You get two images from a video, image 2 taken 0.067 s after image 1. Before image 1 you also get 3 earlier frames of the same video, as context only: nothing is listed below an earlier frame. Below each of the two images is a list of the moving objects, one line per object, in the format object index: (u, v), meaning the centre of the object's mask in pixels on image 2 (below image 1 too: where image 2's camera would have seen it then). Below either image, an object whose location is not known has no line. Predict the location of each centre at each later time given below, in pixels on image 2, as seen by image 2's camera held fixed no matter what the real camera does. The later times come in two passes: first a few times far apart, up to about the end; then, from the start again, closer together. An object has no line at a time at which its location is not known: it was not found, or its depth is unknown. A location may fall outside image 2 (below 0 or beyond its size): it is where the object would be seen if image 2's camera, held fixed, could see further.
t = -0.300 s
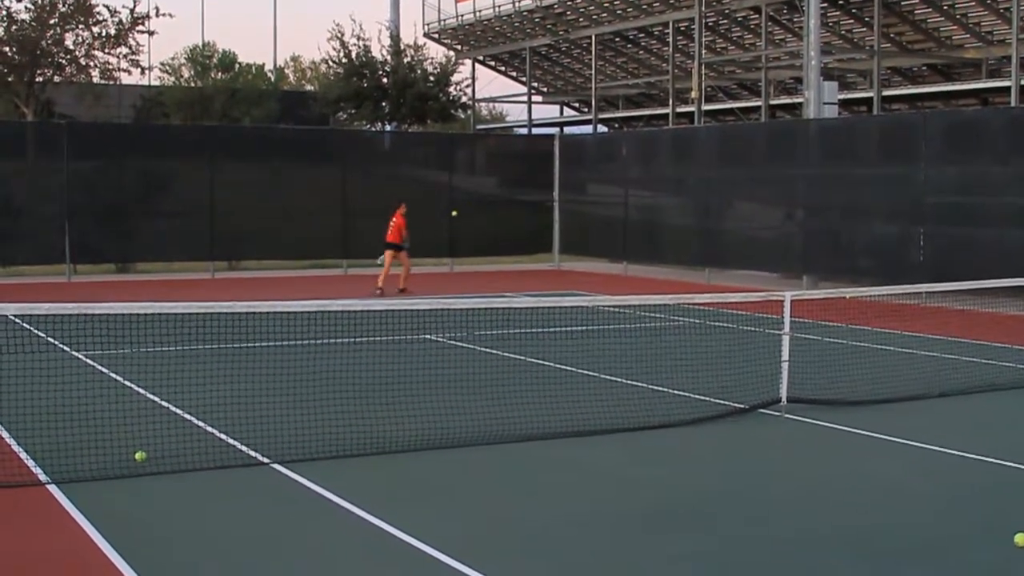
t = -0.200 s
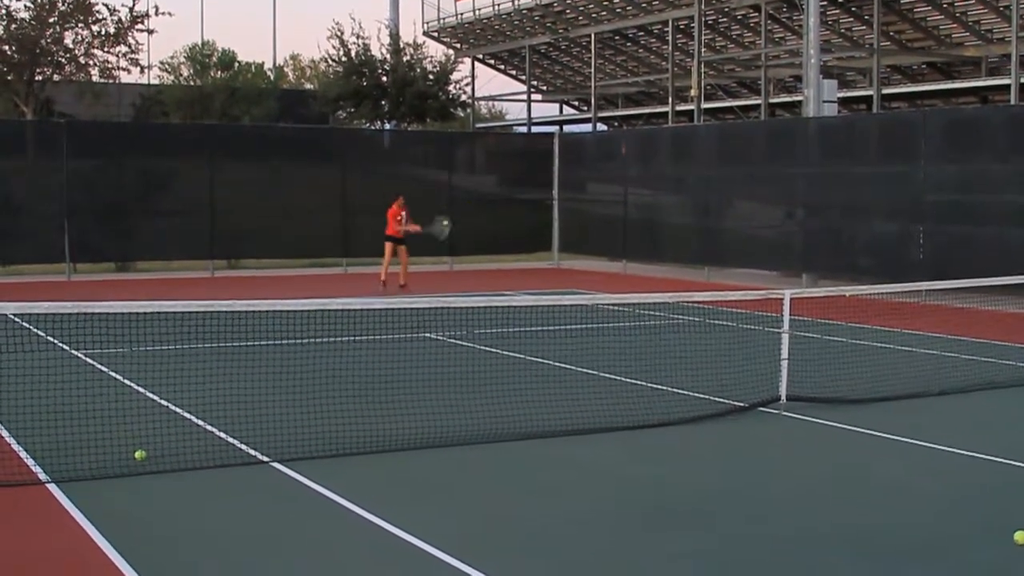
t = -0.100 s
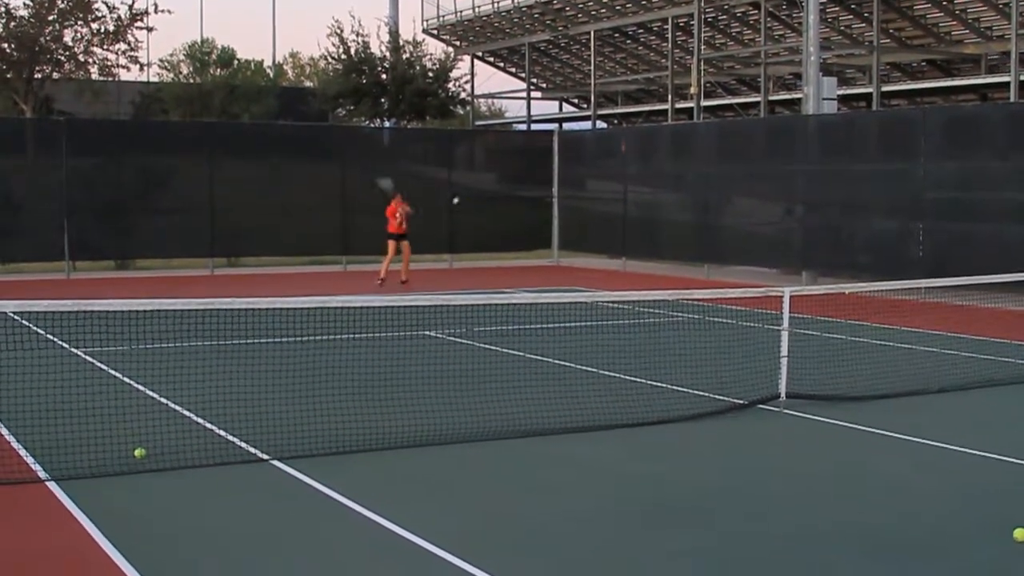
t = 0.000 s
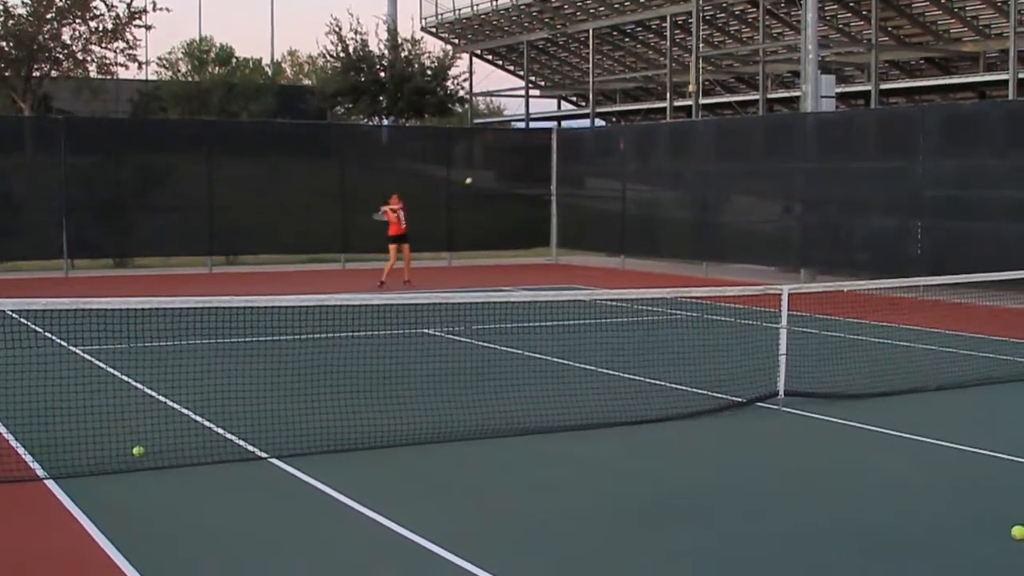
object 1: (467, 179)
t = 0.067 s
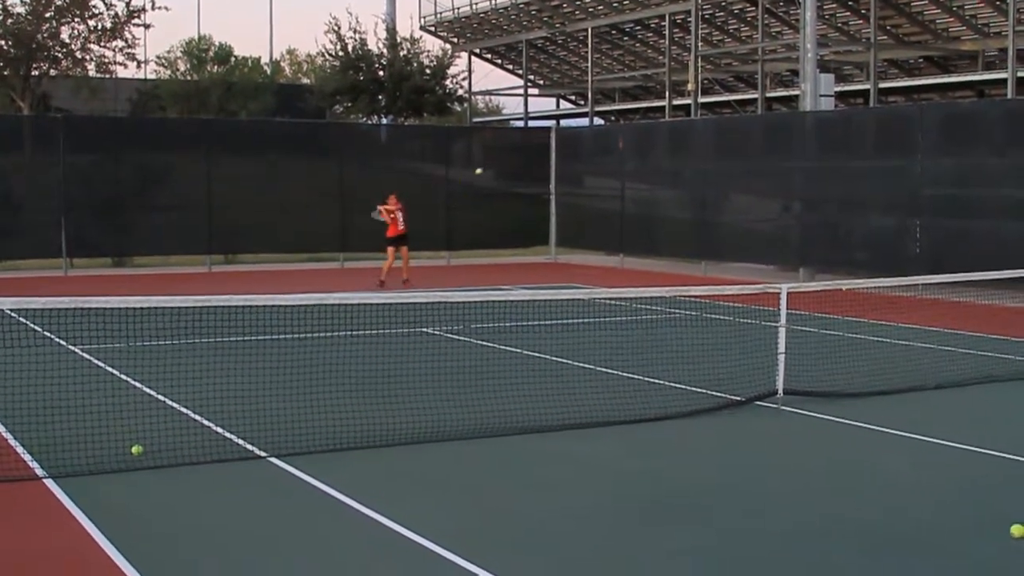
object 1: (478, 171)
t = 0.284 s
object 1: (530, 169)
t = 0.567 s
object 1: (656, 280)
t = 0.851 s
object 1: (912, 504)
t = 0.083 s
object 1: (481, 169)
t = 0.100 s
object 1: (485, 168)
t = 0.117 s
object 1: (488, 166)
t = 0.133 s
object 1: (492, 166)
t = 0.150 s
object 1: (495, 165)
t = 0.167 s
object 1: (499, 164)
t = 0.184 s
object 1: (503, 164)
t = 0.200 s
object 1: (507, 164)
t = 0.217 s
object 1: (511, 165)
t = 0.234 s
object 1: (515, 165)
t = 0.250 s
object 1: (520, 166)
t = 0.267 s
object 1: (525, 167)
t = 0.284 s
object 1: (530, 169)
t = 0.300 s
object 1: (535, 171)
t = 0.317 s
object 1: (540, 173)
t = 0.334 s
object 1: (546, 176)
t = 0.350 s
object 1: (552, 179)
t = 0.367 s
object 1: (558, 183)
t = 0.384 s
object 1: (564, 187)
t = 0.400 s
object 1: (571, 192)
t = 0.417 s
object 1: (578, 198)
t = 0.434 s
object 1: (585, 204)
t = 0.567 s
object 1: (656, 280)
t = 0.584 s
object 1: (669, 298)
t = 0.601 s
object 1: (678, 310)
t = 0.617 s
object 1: (691, 327)
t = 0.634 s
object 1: (704, 345)
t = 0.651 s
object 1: (718, 365)
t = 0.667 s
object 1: (732, 387)
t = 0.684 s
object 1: (748, 412)
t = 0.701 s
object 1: (765, 438)
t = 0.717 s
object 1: (781, 465)
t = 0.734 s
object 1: (799, 496)
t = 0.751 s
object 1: (819, 530)
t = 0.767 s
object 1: (837, 553)
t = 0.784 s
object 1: (851, 546)
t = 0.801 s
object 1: (864, 535)
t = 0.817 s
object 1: (880, 525)
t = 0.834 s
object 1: (896, 514)
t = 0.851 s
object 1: (912, 504)
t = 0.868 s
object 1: (928, 495)
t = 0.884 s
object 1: (947, 485)
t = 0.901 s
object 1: (967, 475)
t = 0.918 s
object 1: (986, 466)
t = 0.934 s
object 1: (1010, 456)
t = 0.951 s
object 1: (1023, 450)
